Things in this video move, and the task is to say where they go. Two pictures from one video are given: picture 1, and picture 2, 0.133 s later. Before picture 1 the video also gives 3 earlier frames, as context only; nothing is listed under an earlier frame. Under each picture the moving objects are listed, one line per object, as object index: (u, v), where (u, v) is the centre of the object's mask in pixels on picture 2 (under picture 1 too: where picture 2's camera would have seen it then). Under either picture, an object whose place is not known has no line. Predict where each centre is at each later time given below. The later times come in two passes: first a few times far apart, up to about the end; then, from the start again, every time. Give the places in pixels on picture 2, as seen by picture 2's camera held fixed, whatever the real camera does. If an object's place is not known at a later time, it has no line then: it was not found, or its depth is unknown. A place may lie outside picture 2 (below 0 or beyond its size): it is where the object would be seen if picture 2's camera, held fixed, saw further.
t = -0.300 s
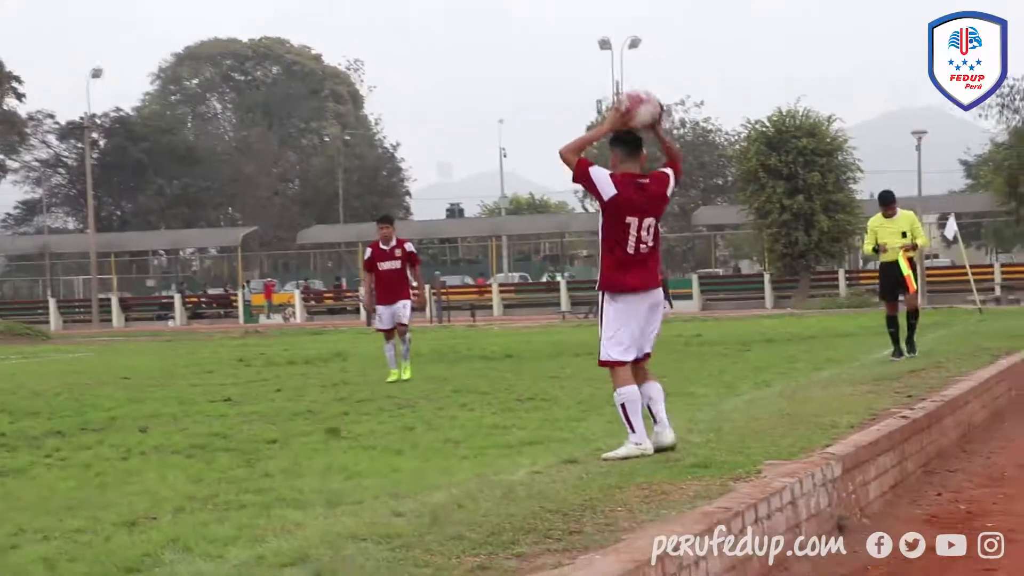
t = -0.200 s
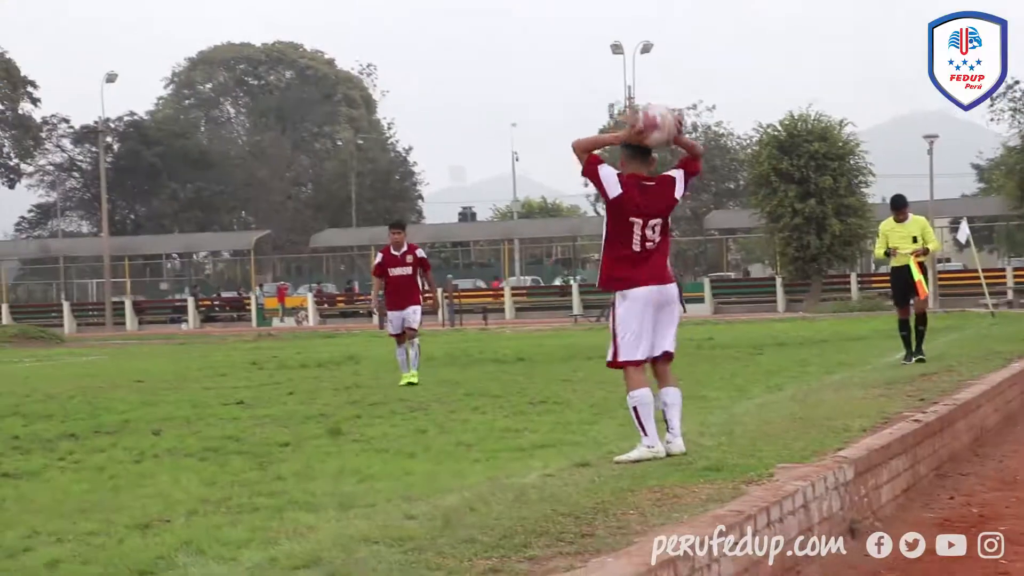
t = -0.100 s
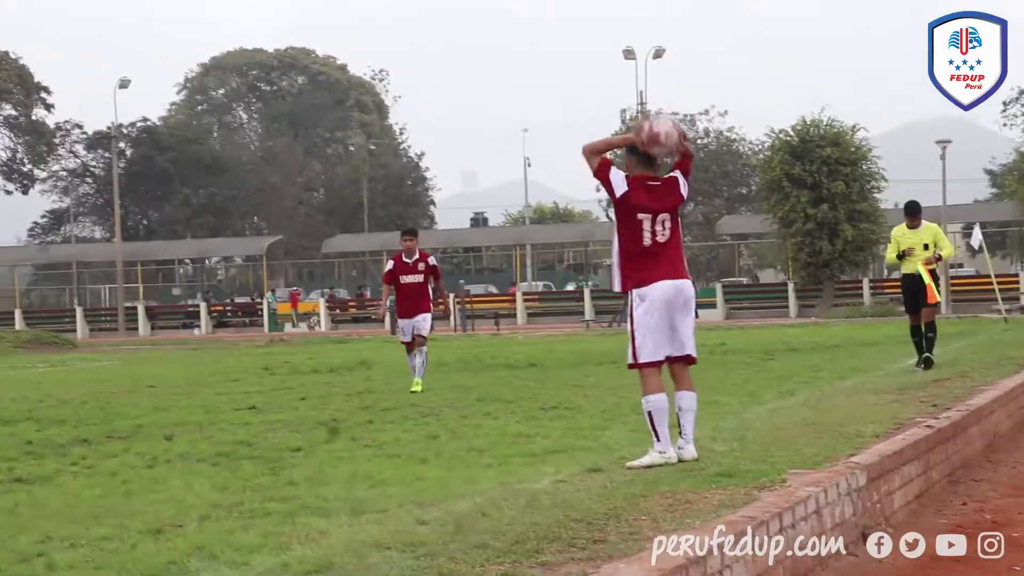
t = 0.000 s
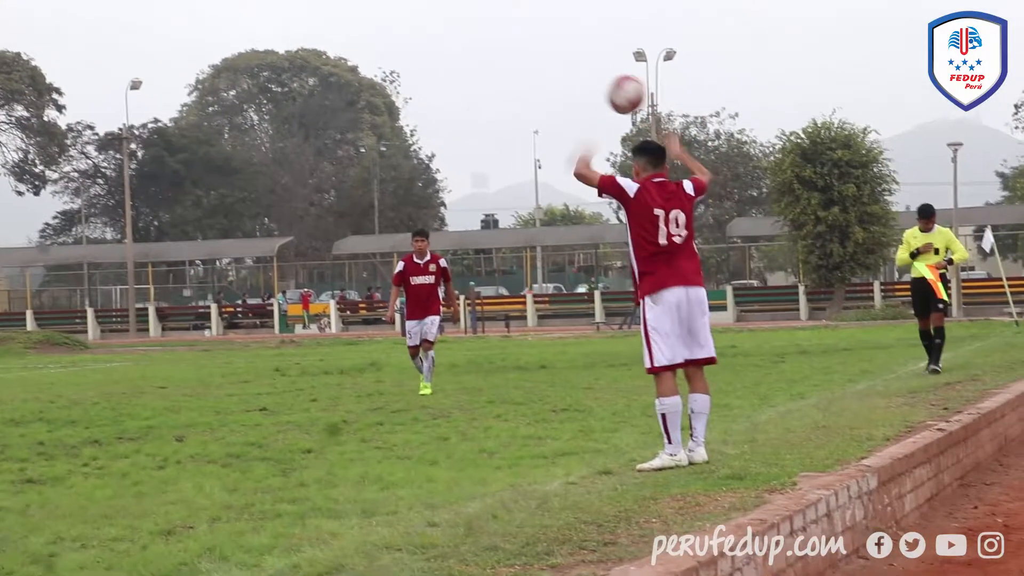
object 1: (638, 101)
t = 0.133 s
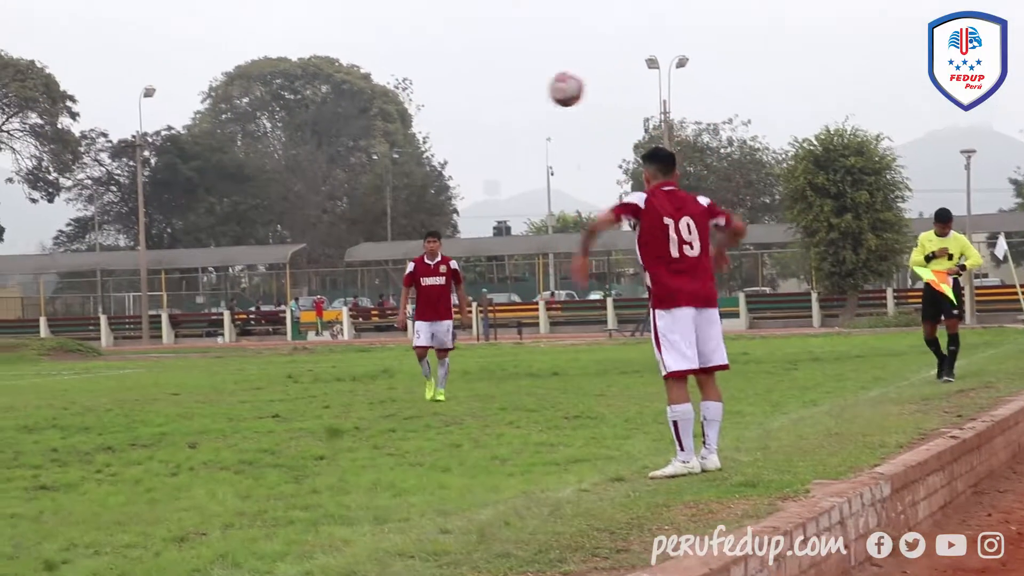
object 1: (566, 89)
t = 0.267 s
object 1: (506, 103)
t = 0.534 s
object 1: (418, 192)
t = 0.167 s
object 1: (550, 90)
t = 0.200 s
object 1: (535, 92)
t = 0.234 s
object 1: (521, 97)
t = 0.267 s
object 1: (506, 103)
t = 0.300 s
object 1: (493, 110)
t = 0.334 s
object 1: (482, 119)
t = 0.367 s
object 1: (469, 129)
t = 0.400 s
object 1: (458, 140)
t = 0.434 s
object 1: (448, 153)
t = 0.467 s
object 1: (437, 166)
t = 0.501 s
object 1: (426, 178)
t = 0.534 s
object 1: (418, 192)
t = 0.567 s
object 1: (409, 208)
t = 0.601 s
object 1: (400, 225)
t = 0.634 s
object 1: (391, 241)
